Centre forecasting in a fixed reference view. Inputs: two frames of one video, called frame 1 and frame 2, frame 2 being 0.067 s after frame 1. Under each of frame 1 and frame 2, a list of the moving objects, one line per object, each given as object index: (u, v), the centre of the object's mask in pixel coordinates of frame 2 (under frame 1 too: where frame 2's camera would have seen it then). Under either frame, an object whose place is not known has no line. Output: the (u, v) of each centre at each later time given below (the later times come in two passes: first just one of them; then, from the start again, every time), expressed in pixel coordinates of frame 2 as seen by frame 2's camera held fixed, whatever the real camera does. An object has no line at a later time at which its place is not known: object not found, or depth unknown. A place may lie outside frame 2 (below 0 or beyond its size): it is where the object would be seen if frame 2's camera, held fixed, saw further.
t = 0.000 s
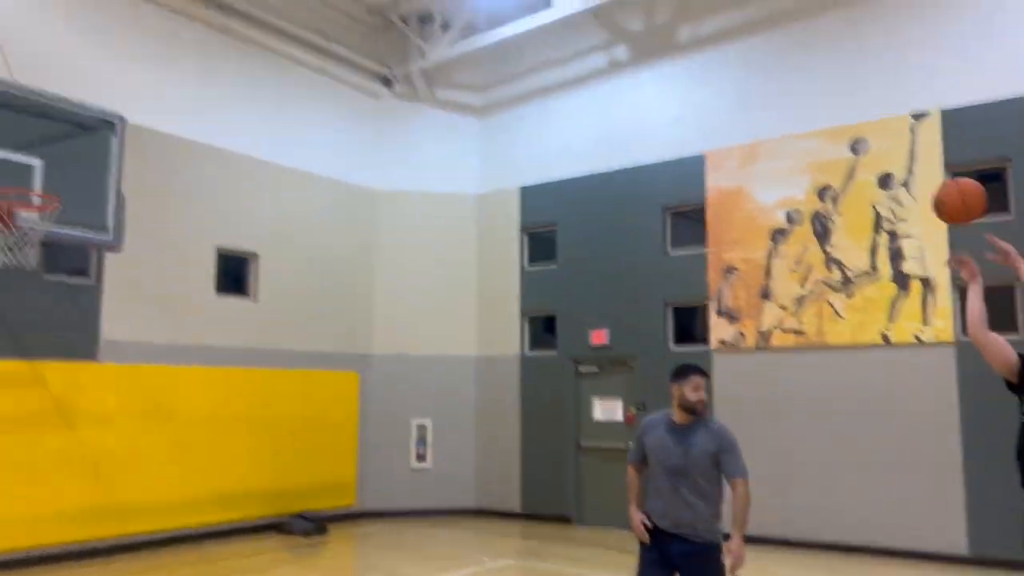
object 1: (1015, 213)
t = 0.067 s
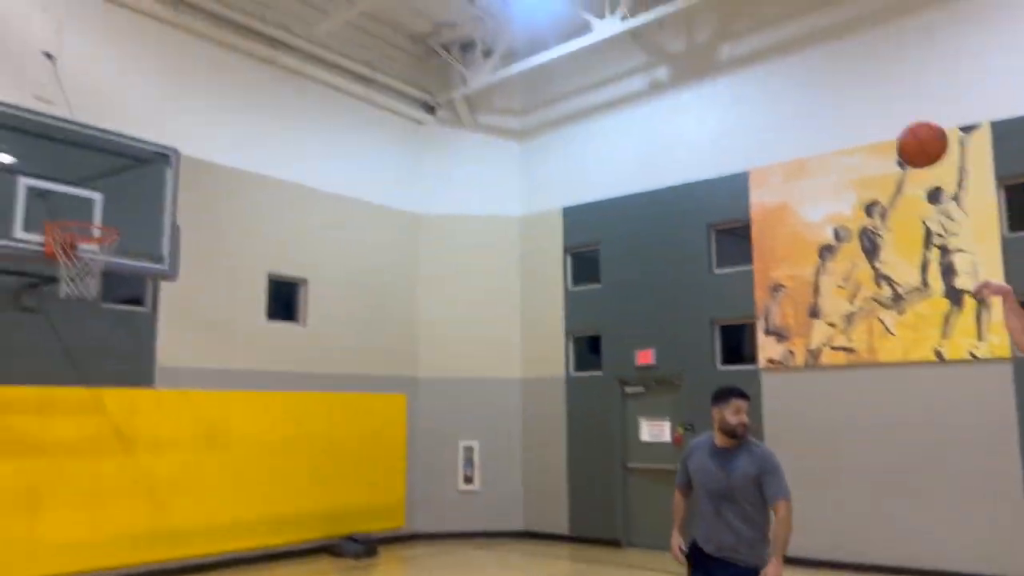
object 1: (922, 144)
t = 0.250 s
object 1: (722, 22)
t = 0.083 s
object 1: (901, 129)
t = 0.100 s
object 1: (881, 115)
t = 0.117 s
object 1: (861, 102)
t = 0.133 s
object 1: (841, 90)
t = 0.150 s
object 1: (823, 78)
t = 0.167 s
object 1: (805, 67)
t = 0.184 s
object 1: (787, 57)
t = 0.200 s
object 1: (770, 47)
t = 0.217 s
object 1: (754, 39)
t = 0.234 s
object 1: (738, 30)
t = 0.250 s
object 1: (722, 22)
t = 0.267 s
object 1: (707, 15)
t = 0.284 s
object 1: (692, 8)
